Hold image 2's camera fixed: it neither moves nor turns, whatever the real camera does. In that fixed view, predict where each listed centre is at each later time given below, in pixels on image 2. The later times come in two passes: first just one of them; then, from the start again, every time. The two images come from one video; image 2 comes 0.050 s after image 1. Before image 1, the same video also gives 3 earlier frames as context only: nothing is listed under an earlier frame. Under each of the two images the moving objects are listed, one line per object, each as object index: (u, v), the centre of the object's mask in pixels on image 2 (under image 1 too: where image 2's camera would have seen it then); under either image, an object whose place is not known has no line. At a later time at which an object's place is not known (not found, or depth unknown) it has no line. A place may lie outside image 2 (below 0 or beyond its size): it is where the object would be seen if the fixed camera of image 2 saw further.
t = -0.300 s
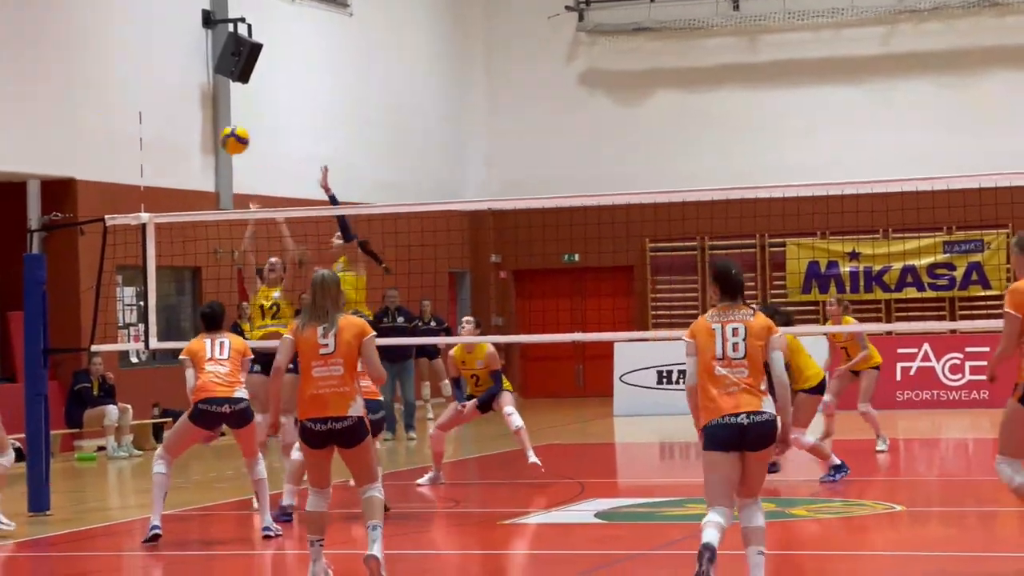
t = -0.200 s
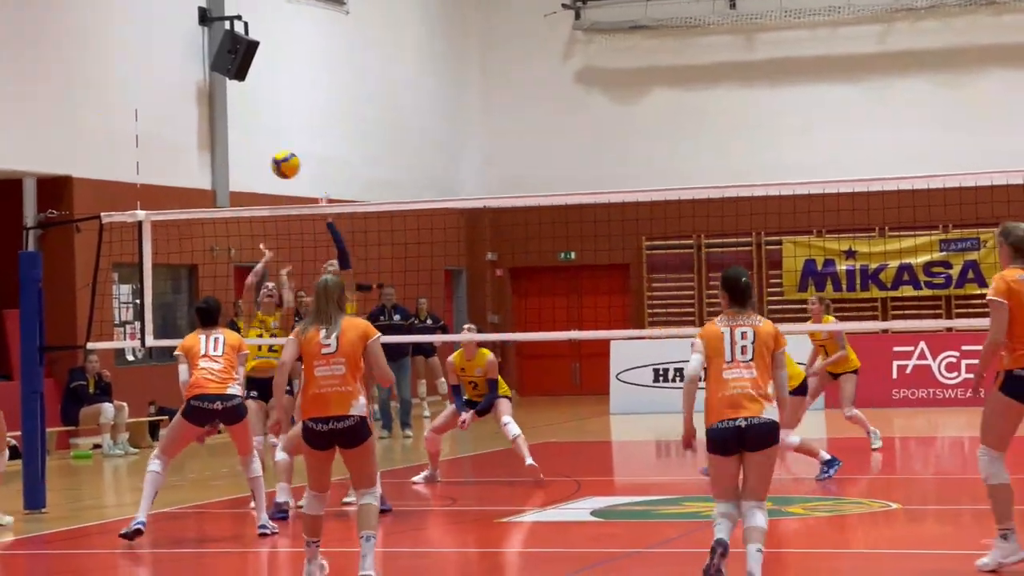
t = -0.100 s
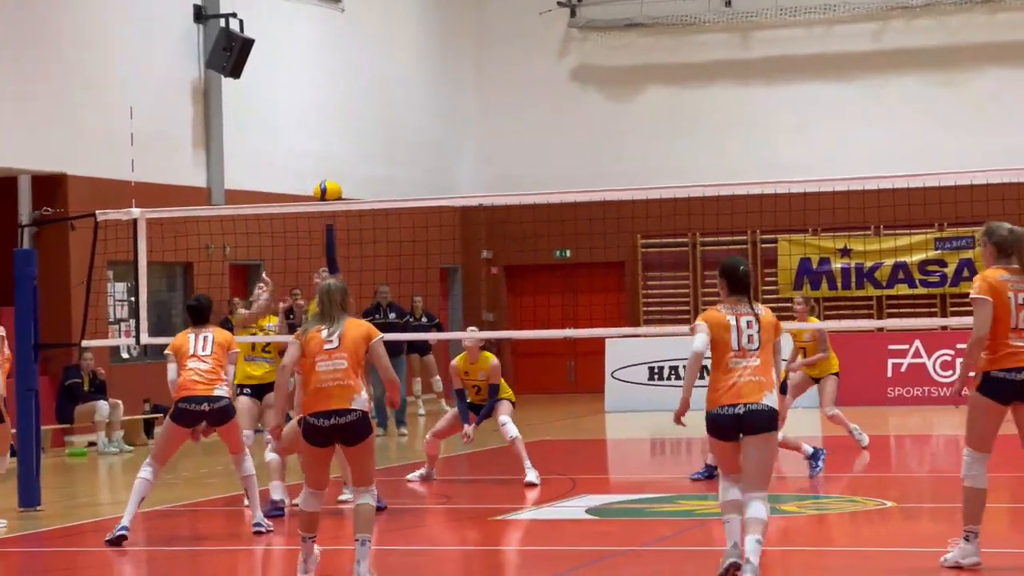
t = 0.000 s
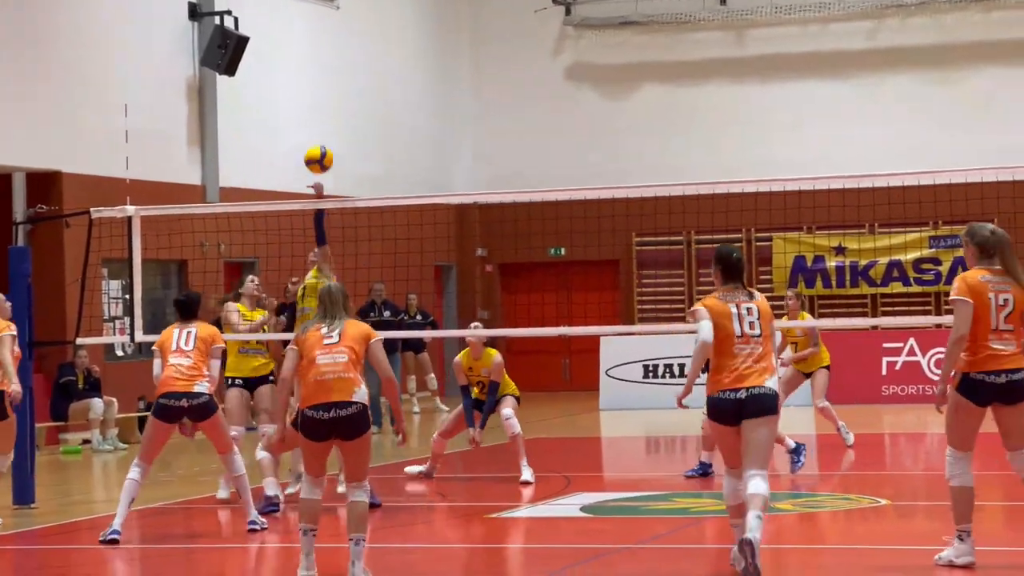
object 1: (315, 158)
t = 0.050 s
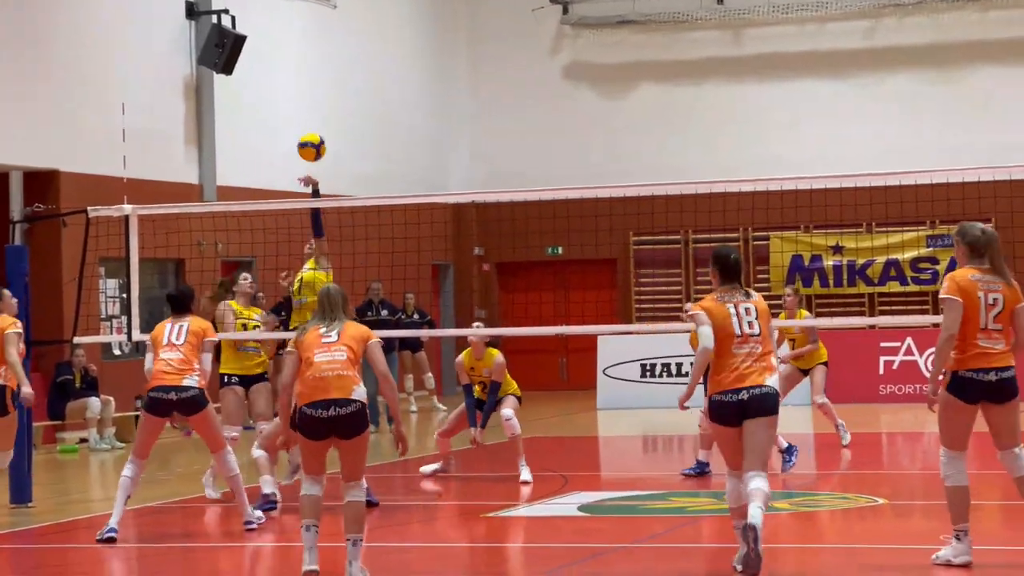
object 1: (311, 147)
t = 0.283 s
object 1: (292, 139)
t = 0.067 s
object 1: (310, 145)
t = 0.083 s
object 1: (309, 142)
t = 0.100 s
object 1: (307, 140)
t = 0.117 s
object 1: (306, 137)
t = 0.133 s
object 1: (305, 136)
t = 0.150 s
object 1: (303, 134)
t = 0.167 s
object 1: (302, 134)
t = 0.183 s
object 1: (301, 133)
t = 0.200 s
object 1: (299, 133)
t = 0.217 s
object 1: (298, 134)
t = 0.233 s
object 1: (297, 134)
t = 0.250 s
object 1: (295, 135)
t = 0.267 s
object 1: (294, 137)
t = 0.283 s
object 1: (292, 139)
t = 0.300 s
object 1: (291, 141)
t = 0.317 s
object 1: (290, 144)
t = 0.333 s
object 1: (288, 147)
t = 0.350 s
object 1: (287, 150)
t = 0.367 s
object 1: (286, 155)
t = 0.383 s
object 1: (284, 160)
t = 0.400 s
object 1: (283, 164)
